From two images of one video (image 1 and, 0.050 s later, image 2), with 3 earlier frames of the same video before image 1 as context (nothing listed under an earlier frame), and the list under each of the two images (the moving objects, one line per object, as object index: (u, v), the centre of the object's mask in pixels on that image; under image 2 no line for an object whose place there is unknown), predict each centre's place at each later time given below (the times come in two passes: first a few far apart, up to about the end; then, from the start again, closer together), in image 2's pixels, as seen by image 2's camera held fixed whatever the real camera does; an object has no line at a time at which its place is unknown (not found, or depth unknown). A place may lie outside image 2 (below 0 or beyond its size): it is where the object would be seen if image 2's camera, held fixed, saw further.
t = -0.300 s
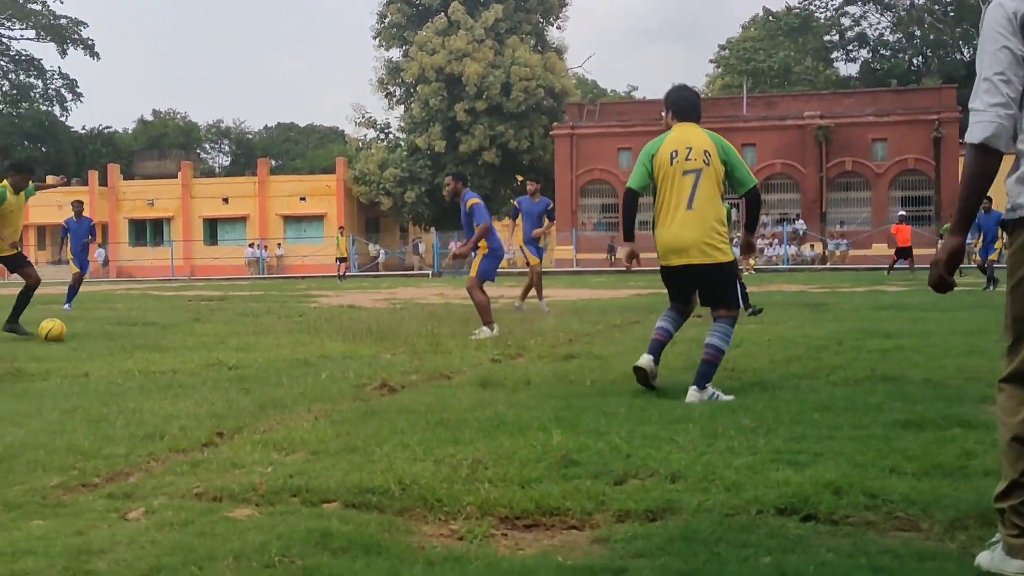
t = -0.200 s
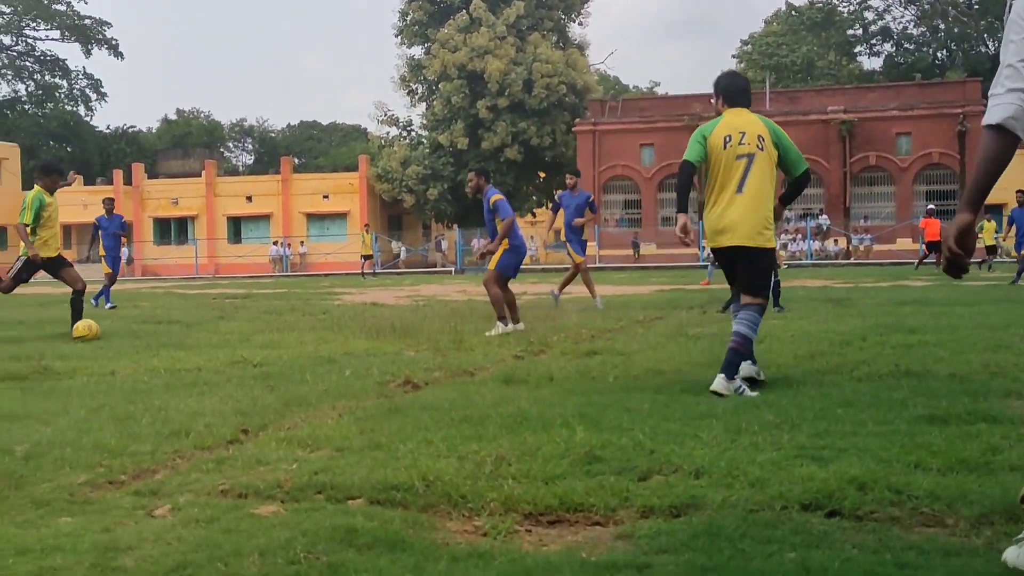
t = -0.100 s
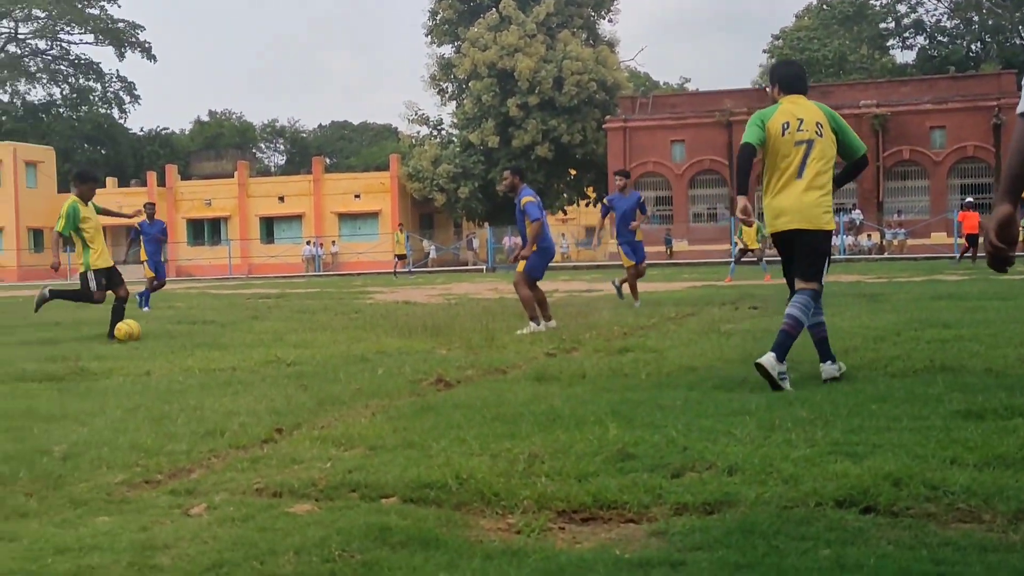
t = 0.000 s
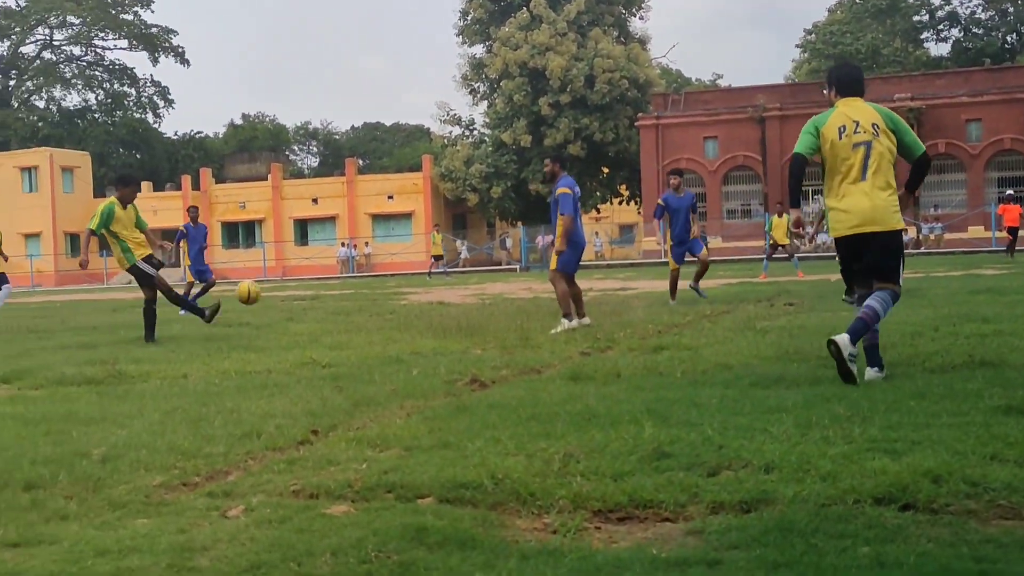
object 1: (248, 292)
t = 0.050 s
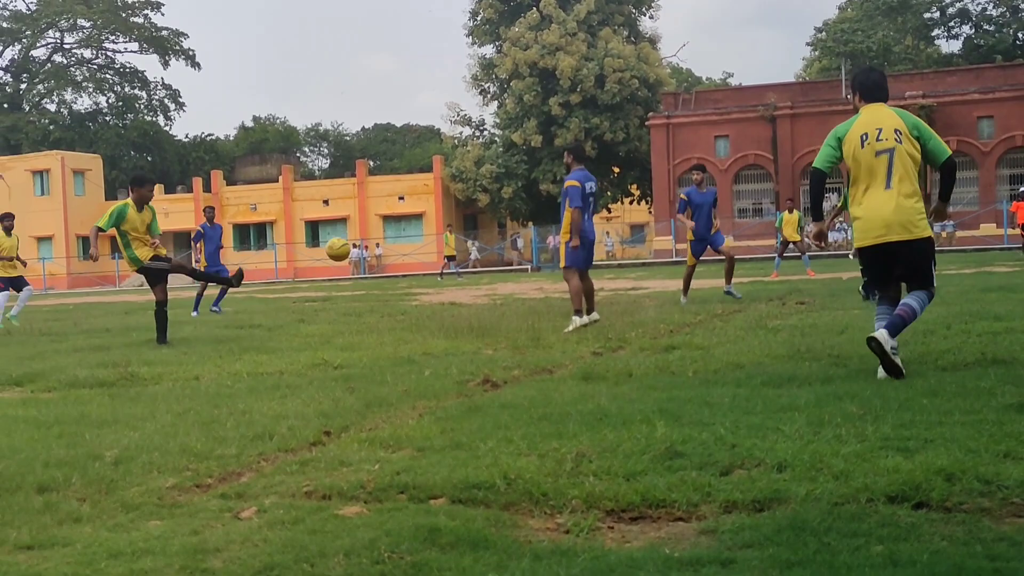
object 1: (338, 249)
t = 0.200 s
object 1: (552, 137)
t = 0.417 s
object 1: (820, 16)
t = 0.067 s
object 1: (363, 236)
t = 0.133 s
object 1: (460, 183)
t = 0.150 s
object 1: (484, 171)
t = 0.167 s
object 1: (507, 159)
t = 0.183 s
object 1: (529, 148)
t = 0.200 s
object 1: (552, 137)
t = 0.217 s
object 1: (574, 126)
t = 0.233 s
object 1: (595, 115)
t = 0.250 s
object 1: (617, 105)
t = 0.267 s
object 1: (638, 95)
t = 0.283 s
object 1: (659, 84)
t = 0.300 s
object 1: (680, 76)
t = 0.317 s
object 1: (701, 67)
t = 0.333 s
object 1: (721, 57)
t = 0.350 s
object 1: (741, 48)
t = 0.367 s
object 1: (761, 39)
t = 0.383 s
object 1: (780, 31)
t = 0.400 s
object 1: (800, 23)
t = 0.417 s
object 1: (820, 16)
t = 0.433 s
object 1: (840, 8)
